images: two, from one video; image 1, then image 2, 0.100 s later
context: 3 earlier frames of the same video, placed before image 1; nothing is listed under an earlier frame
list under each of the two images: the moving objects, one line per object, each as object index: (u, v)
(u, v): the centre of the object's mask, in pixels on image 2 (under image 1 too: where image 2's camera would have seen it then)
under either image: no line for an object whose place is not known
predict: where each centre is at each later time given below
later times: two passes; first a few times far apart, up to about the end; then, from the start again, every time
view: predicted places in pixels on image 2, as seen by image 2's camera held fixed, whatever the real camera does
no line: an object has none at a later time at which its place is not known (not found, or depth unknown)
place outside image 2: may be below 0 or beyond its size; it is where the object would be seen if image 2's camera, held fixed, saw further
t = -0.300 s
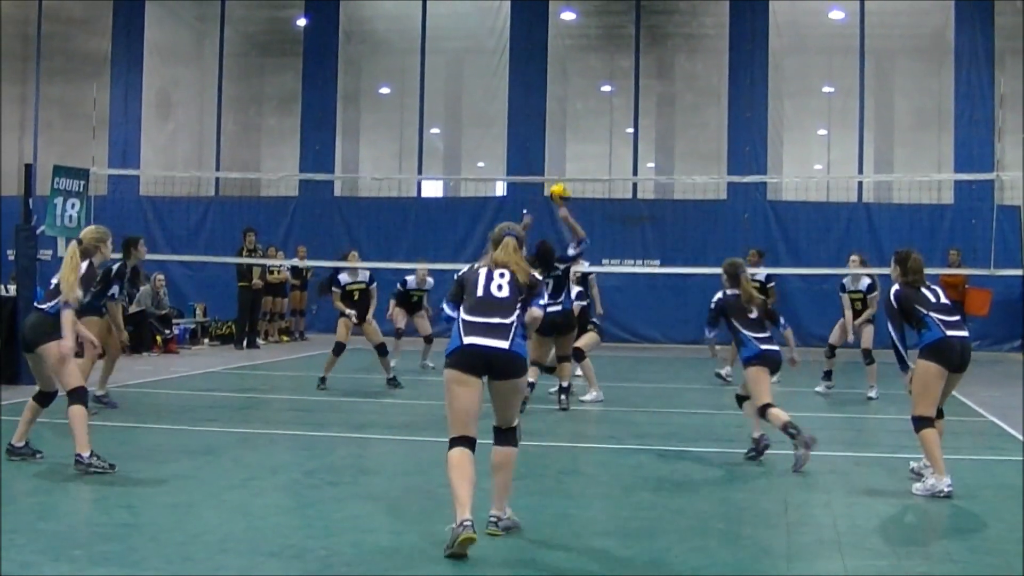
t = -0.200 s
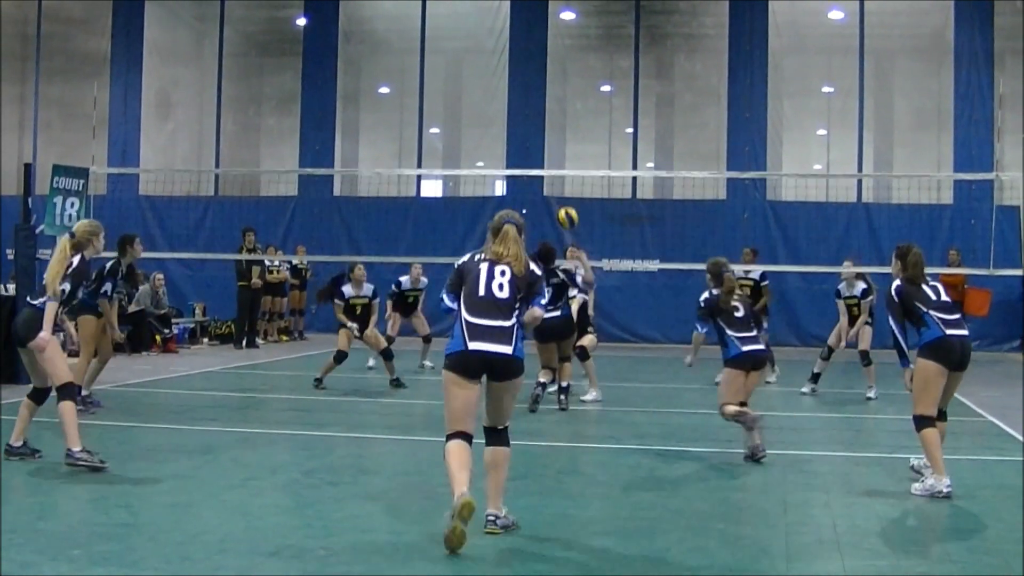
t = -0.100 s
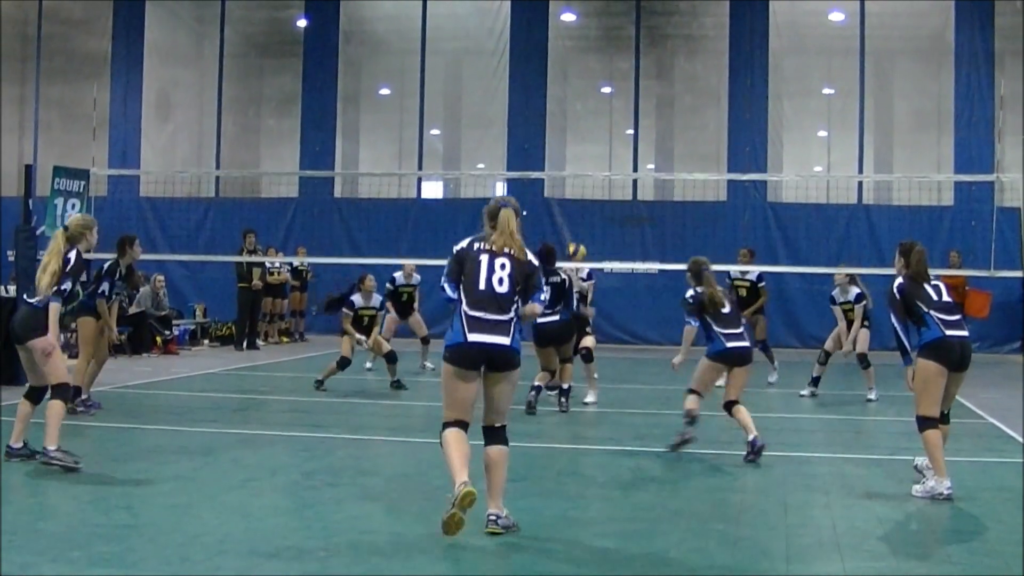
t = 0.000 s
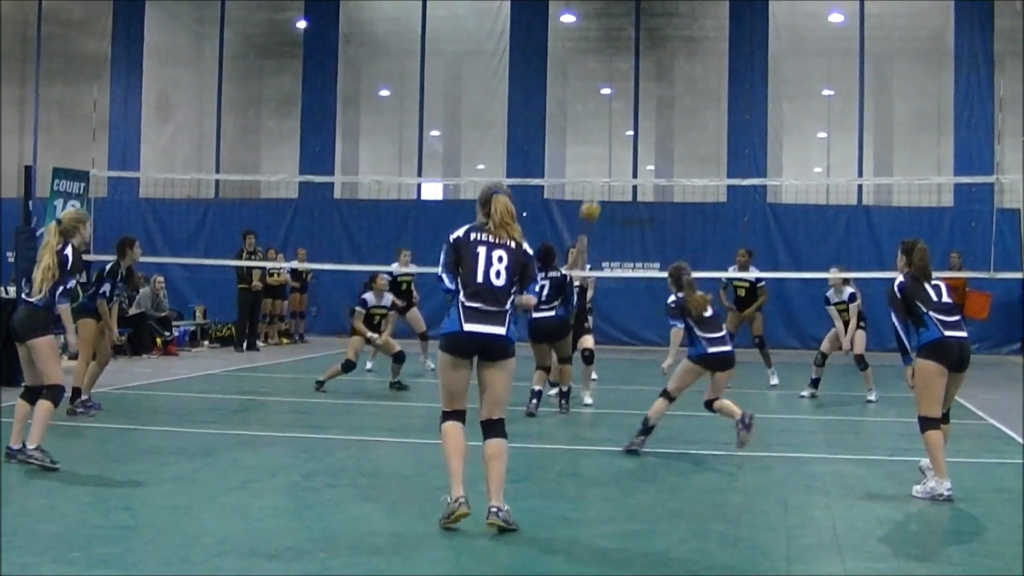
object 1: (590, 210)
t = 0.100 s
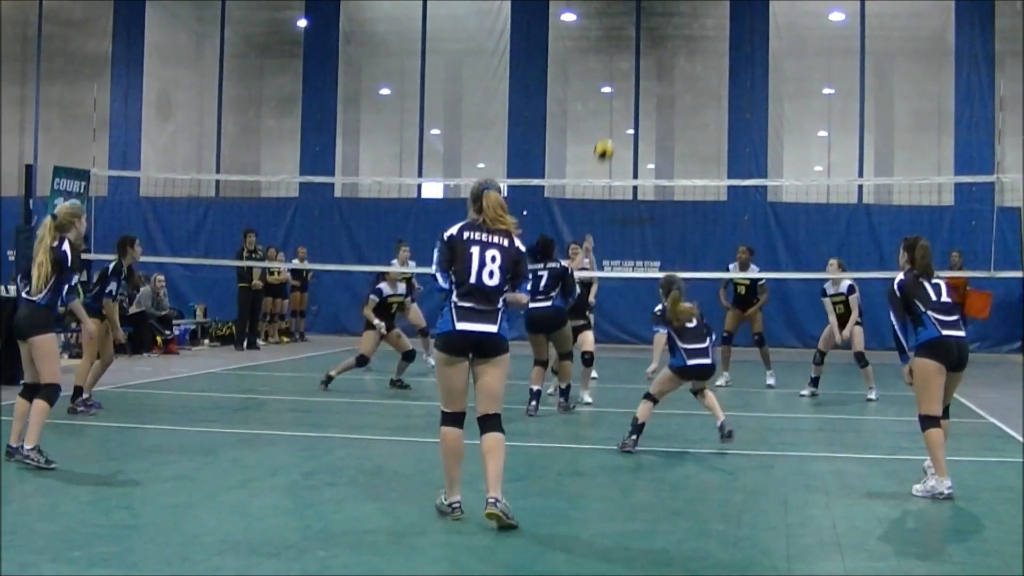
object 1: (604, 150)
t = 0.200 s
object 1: (616, 105)
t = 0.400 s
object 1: (638, 49)
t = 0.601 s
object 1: (657, 30)
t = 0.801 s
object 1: (673, 47)
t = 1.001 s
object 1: (689, 94)
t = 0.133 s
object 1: (608, 133)
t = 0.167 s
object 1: (612, 118)
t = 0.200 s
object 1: (616, 105)
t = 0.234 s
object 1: (620, 92)
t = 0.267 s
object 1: (624, 81)
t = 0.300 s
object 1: (627, 71)
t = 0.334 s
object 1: (631, 63)
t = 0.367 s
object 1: (634, 55)
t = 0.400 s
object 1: (638, 49)
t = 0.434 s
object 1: (642, 43)
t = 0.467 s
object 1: (645, 39)
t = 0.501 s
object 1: (648, 36)
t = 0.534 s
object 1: (651, 33)
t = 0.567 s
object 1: (654, 31)
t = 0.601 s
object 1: (657, 30)
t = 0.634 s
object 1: (660, 31)
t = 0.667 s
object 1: (663, 33)
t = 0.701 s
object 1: (665, 35)
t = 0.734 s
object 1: (668, 38)
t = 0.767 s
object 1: (671, 42)
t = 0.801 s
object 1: (673, 47)
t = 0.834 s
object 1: (676, 53)
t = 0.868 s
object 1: (678, 59)
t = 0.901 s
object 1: (681, 66)
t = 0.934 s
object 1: (683, 74)
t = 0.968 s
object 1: (686, 83)
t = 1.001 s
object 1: (689, 94)
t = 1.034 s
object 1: (690, 103)
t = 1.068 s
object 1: (692, 115)
